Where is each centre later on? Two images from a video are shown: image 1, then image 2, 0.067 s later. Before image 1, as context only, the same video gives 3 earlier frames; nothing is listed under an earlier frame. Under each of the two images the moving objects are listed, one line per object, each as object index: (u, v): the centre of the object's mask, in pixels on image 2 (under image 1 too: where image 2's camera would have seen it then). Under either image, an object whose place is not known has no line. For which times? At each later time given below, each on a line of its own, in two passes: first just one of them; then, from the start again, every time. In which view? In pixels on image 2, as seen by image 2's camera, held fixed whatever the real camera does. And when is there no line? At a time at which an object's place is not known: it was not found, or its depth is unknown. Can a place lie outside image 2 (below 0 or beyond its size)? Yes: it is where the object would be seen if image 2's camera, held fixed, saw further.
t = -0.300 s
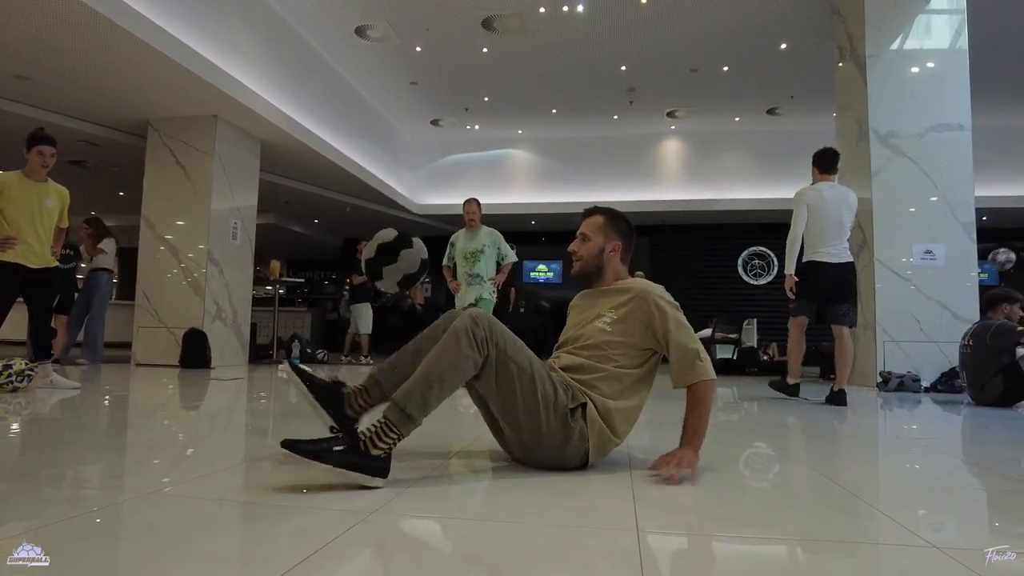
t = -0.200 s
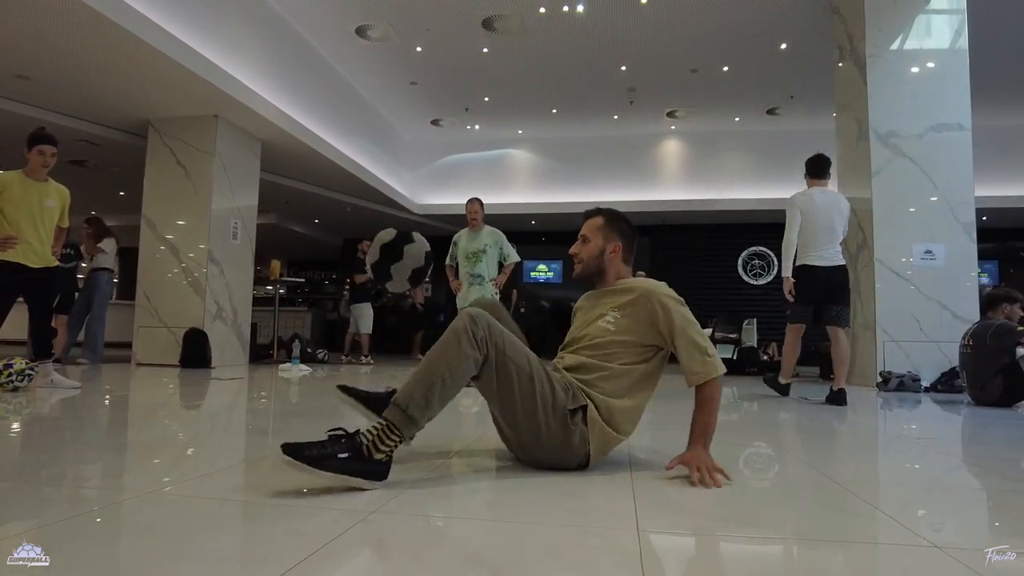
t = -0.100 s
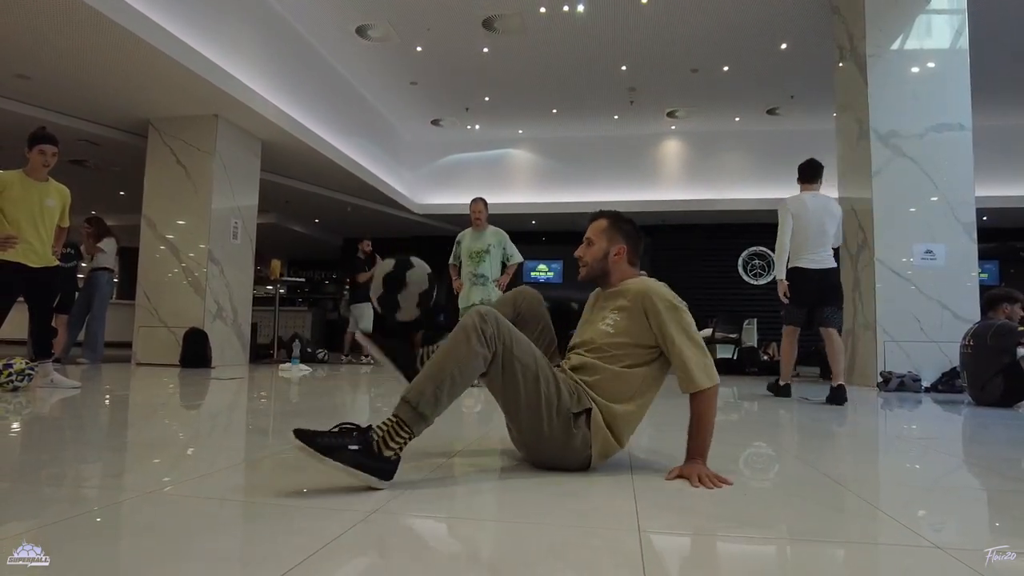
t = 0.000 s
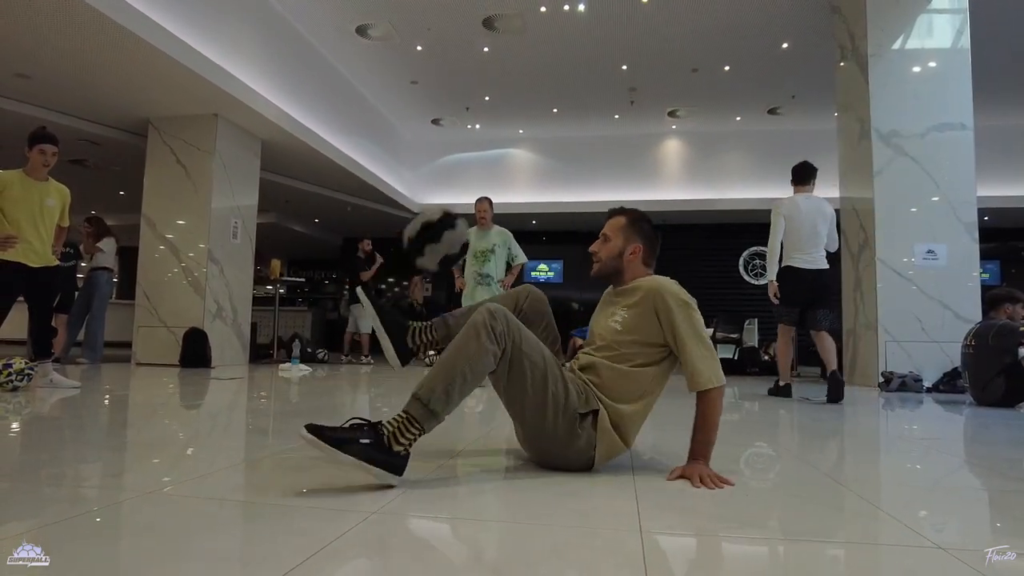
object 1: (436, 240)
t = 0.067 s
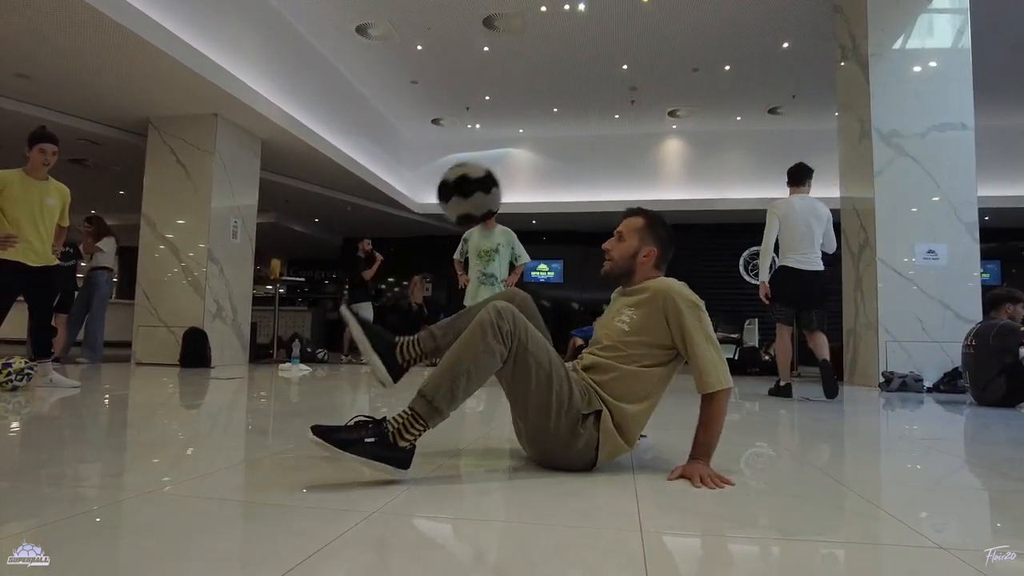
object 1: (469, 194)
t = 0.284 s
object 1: (572, 134)
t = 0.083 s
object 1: (477, 184)
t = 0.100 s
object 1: (485, 176)
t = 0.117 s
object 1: (493, 168)
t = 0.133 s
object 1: (501, 161)
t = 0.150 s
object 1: (509, 155)
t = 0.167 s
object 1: (517, 150)
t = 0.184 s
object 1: (525, 145)
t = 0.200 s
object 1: (533, 141)
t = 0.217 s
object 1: (541, 138)
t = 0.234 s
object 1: (549, 136)
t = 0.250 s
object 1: (556, 134)
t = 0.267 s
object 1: (564, 134)
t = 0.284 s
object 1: (572, 134)
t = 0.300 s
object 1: (580, 135)
